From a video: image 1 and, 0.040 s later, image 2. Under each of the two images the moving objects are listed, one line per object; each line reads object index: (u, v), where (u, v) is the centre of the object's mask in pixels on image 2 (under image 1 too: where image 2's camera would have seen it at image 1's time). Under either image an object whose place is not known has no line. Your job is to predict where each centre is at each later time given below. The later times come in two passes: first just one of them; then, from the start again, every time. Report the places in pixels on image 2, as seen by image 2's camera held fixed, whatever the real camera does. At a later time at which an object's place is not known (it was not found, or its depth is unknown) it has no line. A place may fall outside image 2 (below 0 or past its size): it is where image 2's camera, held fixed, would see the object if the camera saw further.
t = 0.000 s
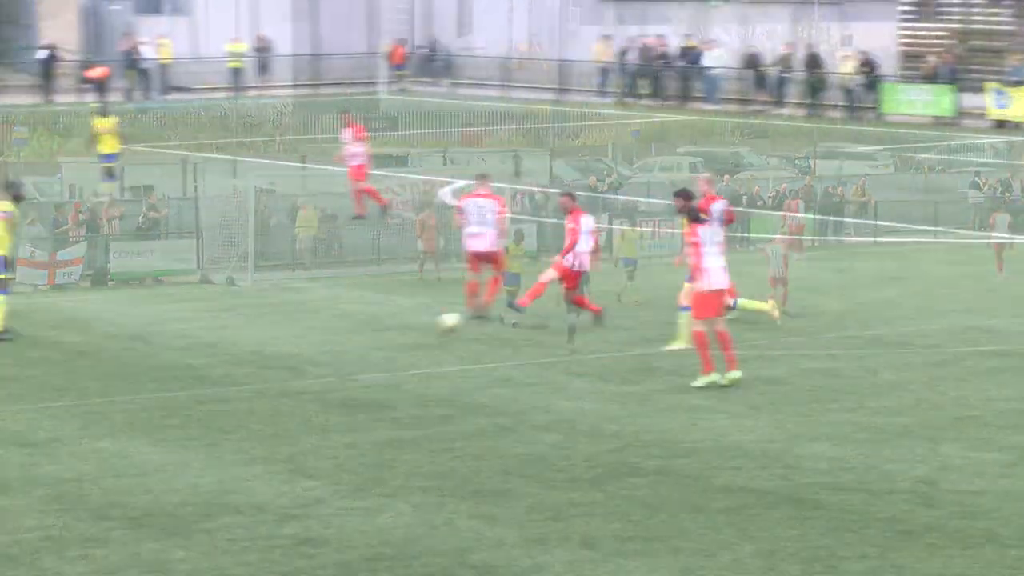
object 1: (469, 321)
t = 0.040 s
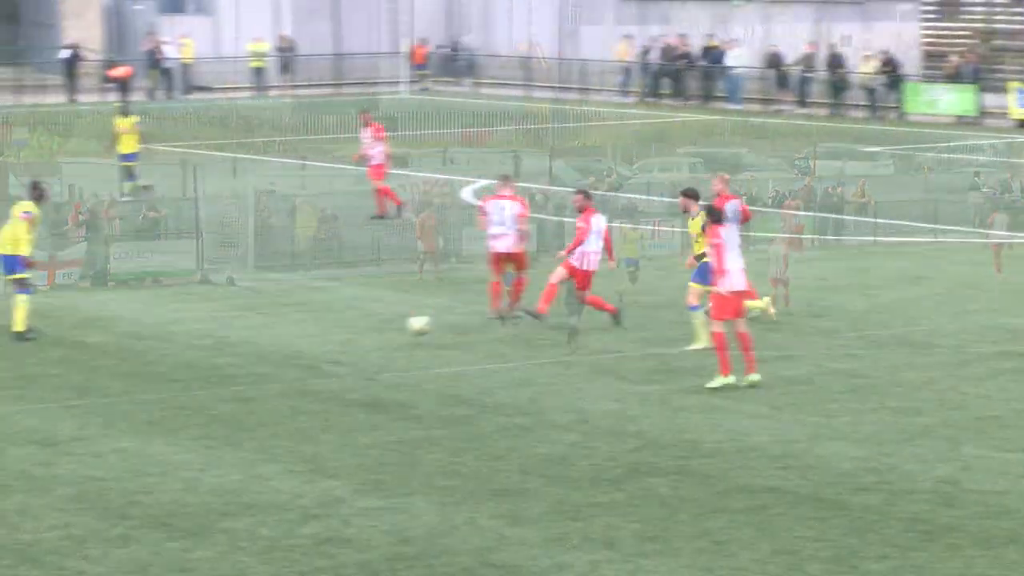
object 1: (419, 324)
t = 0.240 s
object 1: (150, 359)
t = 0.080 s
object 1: (365, 330)
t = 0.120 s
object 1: (311, 338)
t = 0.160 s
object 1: (256, 350)
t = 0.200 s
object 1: (203, 359)
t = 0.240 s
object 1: (150, 359)
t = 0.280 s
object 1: (95, 365)
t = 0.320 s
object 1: (39, 371)
